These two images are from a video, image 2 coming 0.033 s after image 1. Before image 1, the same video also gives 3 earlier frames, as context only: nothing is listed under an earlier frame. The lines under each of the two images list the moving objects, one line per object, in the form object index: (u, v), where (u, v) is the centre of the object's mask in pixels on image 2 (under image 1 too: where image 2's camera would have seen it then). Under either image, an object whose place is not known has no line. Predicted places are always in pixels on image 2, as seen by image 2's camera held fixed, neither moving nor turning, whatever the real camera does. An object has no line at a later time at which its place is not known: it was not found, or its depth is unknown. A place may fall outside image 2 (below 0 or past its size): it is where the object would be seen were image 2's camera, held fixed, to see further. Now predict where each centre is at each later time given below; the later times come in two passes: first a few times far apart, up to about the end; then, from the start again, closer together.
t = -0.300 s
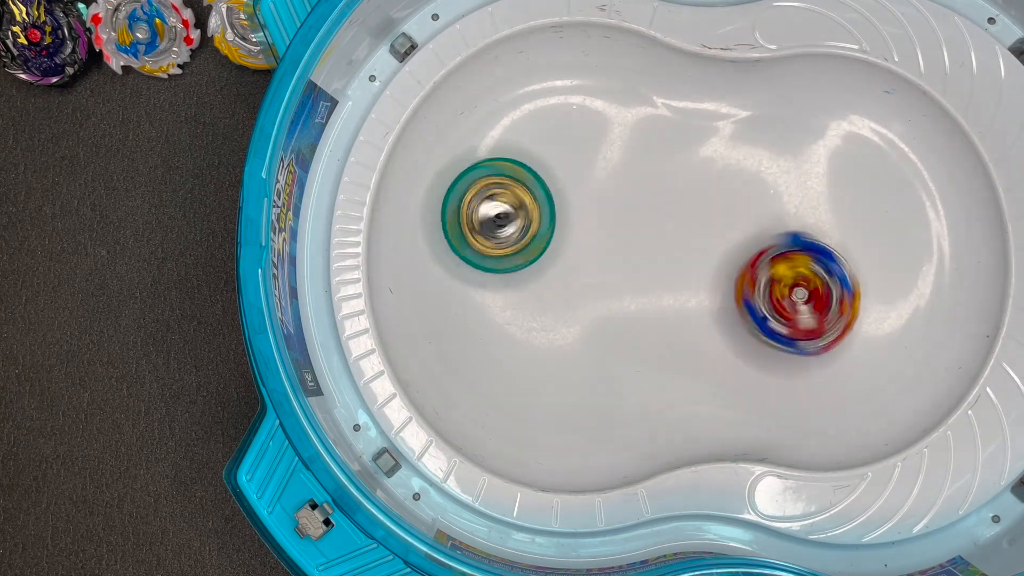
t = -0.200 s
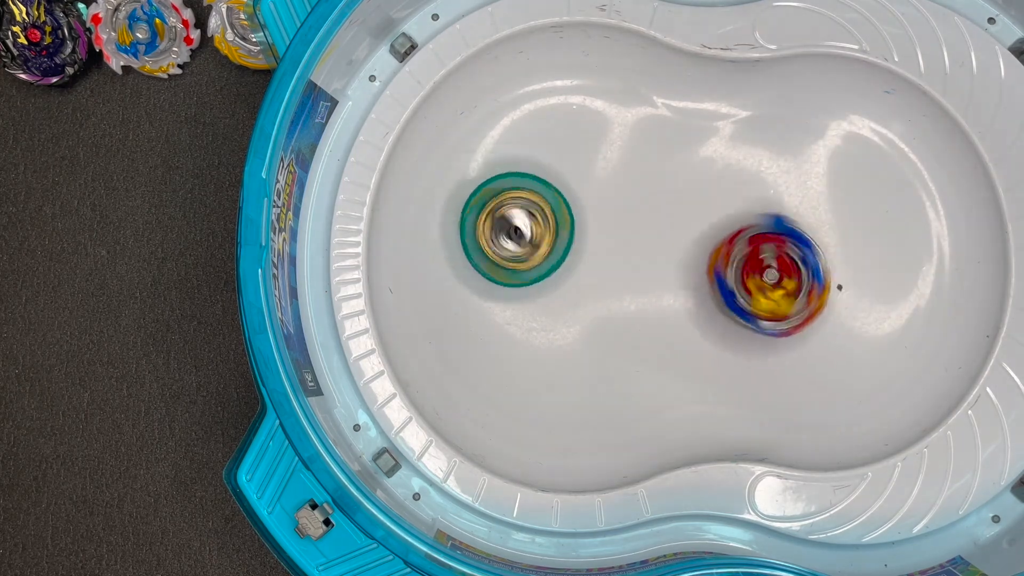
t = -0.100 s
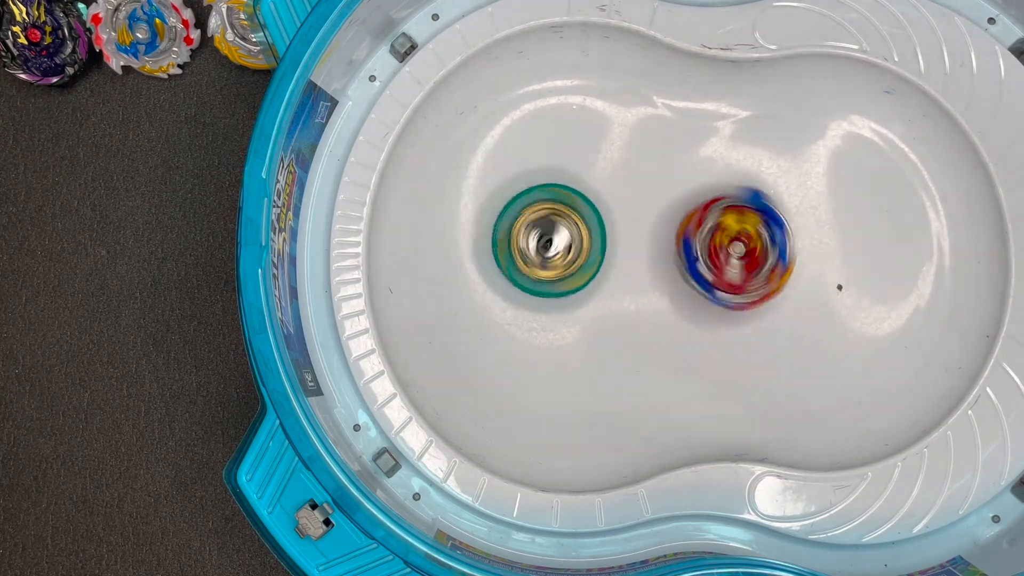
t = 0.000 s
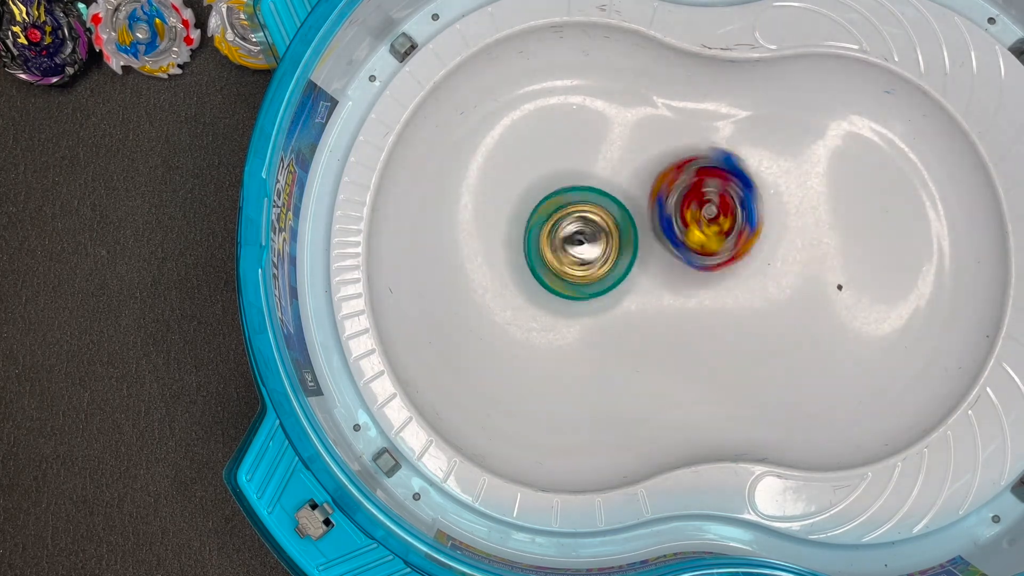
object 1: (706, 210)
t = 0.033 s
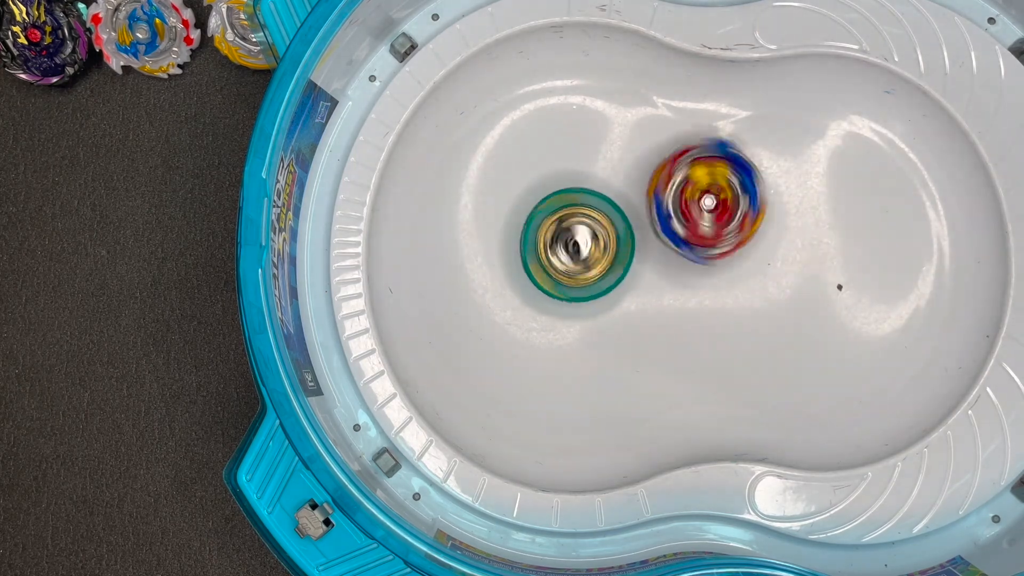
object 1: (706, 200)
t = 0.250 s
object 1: (675, 163)
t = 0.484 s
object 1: (672, 207)
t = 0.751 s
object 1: (698, 312)
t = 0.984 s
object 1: (734, 321)
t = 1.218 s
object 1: (740, 231)
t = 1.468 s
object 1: (759, 183)
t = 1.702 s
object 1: (776, 230)
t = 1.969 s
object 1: (787, 310)
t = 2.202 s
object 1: (785, 300)
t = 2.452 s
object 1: (772, 216)
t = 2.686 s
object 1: (743, 169)
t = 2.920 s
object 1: (750, 219)
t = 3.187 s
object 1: (754, 314)
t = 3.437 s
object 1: (741, 290)
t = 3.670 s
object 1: (726, 196)
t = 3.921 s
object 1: (789, 191)
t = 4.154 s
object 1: (832, 290)
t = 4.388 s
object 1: (812, 346)
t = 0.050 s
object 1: (707, 195)
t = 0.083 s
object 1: (707, 187)
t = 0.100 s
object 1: (701, 182)
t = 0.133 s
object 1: (697, 171)
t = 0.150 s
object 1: (697, 168)
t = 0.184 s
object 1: (689, 164)
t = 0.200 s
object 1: (685, 162)
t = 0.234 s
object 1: (682, 164)
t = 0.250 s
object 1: (675, 163)
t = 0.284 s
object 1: (672, 163)
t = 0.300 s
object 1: (670, 168)
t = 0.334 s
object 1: (668, 171)
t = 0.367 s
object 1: (671, 176)
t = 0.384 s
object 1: (671, 181)
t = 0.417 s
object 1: (670, 185)
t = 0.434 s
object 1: (672, 189)
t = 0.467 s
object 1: (673, 203)
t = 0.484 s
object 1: (672, 207)
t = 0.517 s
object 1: (675, 219)
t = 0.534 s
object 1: (677, 227)
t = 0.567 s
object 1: (677, 239)
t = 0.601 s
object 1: (683, 255)
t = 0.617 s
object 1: (685, 263)
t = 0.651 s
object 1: (686, 274)
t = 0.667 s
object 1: (689, 282)
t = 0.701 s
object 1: (691, 297)
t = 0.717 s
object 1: (691, 301)
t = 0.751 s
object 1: (698, 312)
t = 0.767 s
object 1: (700, 316)
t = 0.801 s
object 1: (704, 322)
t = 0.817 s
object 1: (710, 326)
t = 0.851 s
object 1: (713, 331)
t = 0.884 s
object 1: (718, 330)
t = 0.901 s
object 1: (725, 333)
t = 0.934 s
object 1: (725, 331)
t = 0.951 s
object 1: (724, 327)
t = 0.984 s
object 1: (734, 321)
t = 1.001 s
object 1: (733, 318)
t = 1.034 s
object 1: (733, 308)
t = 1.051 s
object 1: (737, 299)
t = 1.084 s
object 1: (735, 288)
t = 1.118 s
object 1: (735, 274)
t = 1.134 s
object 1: (738, 265)
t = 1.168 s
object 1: (734, 252)
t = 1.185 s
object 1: (736, 246)
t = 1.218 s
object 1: (740, 231)
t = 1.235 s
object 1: (738, 228)
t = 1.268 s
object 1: (738, 214)
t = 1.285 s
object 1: (739, 205)
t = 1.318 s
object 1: (745, 202)
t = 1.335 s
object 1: (745, 196)
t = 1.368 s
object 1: (748, 187)
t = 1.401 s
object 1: (751, 185)
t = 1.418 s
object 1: (753, 182)
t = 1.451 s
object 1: (755, 180)
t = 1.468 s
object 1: (759, 183)
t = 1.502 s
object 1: (759, 185)
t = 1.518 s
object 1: (760, 187)
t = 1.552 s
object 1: (765, 192)
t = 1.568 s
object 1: (765, 197)
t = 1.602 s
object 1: (767, 203)
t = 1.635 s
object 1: (770, 213)
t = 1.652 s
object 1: (771, 217)
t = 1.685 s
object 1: (773, 225)
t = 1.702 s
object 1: (776, 230)
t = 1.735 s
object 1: (777, 244)
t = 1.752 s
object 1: (777, 249)
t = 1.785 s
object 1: (781, 257)
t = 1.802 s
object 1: (782, 265)
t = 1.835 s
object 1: (781, 276)
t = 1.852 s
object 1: (781, 280)
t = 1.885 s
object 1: (784, 291)
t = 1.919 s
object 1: (784, 299)
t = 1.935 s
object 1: (784, 302)
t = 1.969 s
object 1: (787, 310)
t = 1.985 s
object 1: (785, 312)
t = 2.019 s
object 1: (785, 315)
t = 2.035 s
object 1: (789, 314)
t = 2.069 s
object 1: (788, 320)
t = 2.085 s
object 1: (787, 318)
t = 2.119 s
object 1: (788, 310)
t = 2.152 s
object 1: (790, 313)
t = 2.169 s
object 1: (788, 310)
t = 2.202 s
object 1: (785, 300)
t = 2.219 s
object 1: (789, 296)
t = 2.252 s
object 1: (786, 287)
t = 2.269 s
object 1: (786, 284)
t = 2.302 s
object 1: (785, 271)
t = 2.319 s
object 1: (783, 269)
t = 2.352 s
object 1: (782, 254)
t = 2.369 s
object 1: (778, 247)
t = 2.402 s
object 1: (781, 238)
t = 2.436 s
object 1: (775, 223)
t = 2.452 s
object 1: (772, 216)
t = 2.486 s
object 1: (774, 205)
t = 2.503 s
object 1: (770, 201)
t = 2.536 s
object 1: (766, 191)
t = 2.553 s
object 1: (763, 184)
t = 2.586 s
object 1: (760, 179)
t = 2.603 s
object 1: (757, 174)
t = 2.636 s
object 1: (752, 170)
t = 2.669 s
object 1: (748, 171)
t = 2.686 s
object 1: (743, 169)
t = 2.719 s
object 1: (739, 168)
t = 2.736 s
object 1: (741, 168)
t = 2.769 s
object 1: (740, 180)
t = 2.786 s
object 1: (737, 182)
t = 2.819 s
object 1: (744, 186)
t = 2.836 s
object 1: (747, 192)
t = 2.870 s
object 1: (748, 206)
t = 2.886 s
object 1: (746, 212)
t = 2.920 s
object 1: (750, 219)
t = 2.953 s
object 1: (755, 234)
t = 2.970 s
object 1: (755, 242)
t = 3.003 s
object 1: (753, 255)
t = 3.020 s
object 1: (755, 260)
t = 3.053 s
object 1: (756, 274)
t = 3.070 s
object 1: (758, 280)
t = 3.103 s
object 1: (755, 292)
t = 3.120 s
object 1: (757, 296)
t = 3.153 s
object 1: (755, 307)
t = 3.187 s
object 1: (754, 314)
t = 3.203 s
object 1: (752, 316)
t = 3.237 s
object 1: (756, 320)
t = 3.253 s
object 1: (752, 323)
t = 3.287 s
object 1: (749, 323)
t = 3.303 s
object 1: (746, 321)
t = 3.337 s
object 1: (749, 315)
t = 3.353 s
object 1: (746, 315)
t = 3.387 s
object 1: (744, 307)
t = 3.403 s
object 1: (740, 303)
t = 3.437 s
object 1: (741, 290)
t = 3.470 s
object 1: (735, 279)
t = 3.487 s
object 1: (735, 272)
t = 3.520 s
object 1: (729, 256)
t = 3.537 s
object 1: (731, 248)
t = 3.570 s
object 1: (725, 235)
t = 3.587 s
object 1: (725, 226)
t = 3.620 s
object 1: (721, 211)
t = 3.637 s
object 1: (725, 202)
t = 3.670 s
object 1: (726, 196)
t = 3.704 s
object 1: (738, 186)
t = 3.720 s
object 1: (738, 185)
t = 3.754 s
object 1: (746, 176)
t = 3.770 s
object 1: (749, 176)
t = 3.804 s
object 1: (757, 170)
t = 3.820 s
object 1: (764, 171)
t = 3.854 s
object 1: (775, 174)
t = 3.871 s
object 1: (781, 180)
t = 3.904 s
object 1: (784, 189)
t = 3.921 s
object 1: (789, 191)
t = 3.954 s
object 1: (799, 202)
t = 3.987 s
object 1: (811, 217)
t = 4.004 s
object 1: (815, 226)
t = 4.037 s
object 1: (821, 242)
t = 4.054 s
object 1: (824, 250)
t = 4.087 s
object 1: (826, 264)
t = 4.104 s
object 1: (829, 271)
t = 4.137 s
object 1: (829, 285)
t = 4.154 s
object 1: (832, 290)
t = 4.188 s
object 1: (835, 308)
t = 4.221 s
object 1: (832, 322)
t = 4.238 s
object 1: (829, 329)
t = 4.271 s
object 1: (825, 333)
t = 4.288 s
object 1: (828, 338)
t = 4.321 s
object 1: (821, 345)
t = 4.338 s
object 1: (821, 347)
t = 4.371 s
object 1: (813, 350)
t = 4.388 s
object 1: (812, 346)
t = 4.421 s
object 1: (810, 346)
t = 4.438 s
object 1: (805, 342)
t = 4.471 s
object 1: (804, 335)
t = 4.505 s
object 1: (797, 320)
